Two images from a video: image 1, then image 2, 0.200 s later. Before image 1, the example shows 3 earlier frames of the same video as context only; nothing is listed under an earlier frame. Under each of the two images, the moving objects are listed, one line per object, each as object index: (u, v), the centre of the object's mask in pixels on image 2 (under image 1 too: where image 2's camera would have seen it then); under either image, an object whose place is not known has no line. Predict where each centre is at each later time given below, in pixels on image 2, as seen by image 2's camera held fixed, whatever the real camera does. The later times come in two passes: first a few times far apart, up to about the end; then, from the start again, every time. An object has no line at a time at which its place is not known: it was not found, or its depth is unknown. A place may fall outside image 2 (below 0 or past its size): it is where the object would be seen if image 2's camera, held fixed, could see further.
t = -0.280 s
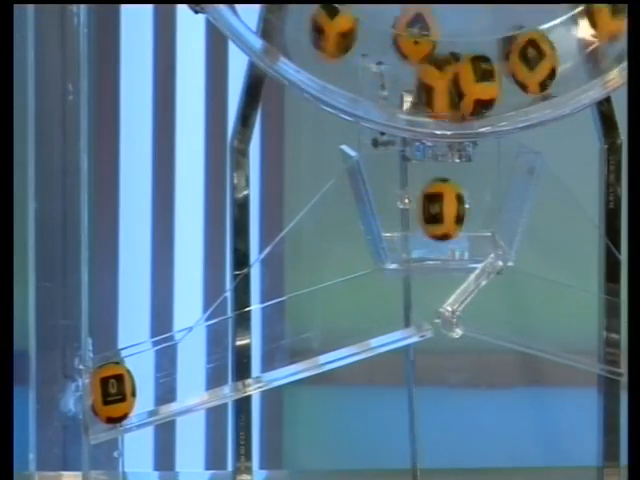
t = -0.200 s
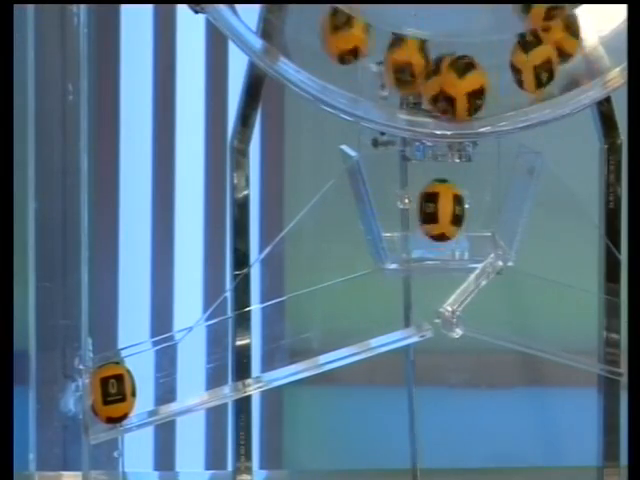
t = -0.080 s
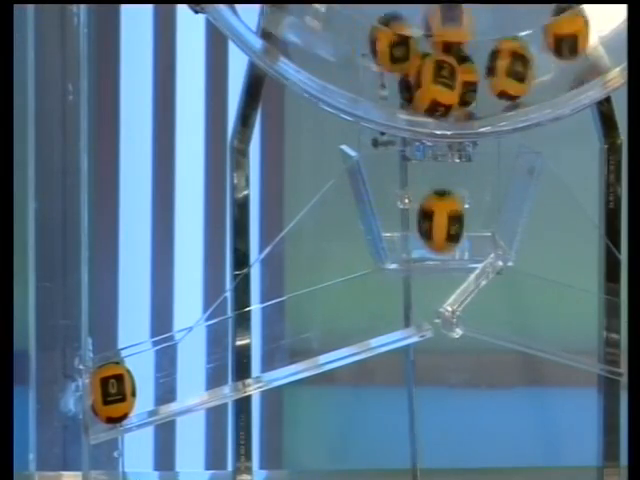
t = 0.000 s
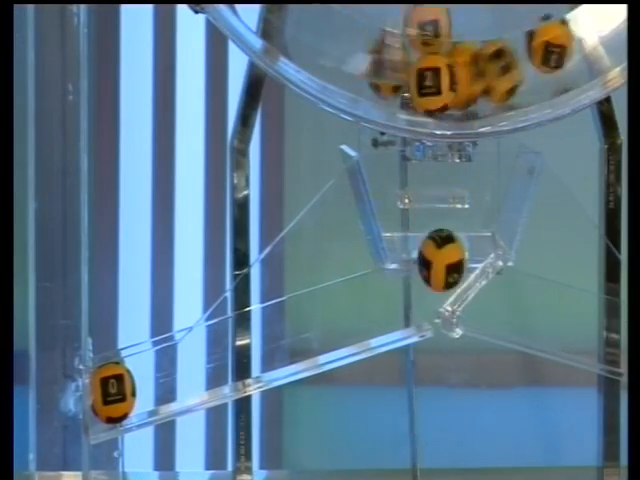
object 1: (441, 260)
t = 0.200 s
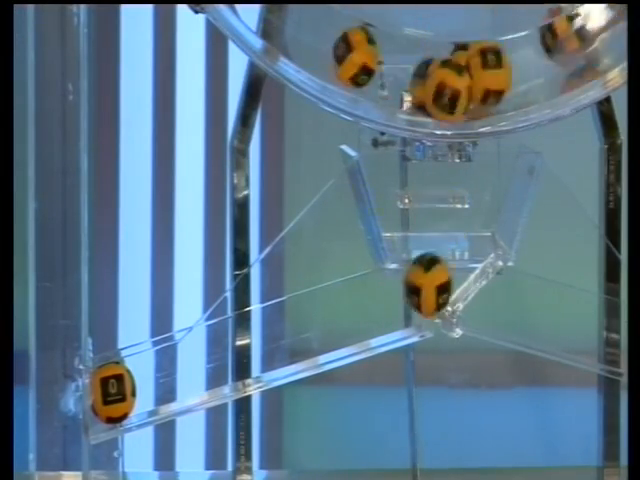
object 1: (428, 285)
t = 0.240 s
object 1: (416, 293)
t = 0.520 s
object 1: (279, 339)
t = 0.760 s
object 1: (186, 366)
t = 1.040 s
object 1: (159, 377)
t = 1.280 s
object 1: (159, 378)
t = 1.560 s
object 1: (159, 378)
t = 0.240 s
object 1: (416, 293)
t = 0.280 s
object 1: (402, 299)
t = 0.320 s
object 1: (387, 303)
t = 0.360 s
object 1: (369, 308)
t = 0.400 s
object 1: (349, 315)
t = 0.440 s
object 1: (328, 322)
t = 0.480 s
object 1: (304, 331)
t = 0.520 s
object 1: (279, 339)
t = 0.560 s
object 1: (250, 349)
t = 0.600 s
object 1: (219, 358)
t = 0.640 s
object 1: (185, 369)
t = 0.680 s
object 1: (161, 374)
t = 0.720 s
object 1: (167, 381)
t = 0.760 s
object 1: (186, 366)
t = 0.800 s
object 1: (189, 365)
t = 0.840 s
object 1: (185, 367)
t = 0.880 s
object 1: (177, 370)
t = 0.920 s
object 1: (167, 374)
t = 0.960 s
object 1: (159, 376)
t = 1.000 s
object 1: (159, 376)
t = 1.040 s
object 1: (159, 377)
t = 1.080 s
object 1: (159, 377)
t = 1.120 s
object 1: (159, 377)
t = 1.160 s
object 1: (159, 378)
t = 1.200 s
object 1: (159, 378)
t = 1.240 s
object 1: (159, 378)
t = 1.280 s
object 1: (159, 378)
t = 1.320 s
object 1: (159, 378)
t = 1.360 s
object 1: (159, 378)
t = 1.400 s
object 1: (159, 378)
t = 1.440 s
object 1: (159, 378)
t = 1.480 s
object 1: (159, 378)
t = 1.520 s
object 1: (159, 378)
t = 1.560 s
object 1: (159, 378)
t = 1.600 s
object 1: (159, 378)
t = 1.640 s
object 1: (159, 378)
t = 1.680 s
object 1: (159, 378)
